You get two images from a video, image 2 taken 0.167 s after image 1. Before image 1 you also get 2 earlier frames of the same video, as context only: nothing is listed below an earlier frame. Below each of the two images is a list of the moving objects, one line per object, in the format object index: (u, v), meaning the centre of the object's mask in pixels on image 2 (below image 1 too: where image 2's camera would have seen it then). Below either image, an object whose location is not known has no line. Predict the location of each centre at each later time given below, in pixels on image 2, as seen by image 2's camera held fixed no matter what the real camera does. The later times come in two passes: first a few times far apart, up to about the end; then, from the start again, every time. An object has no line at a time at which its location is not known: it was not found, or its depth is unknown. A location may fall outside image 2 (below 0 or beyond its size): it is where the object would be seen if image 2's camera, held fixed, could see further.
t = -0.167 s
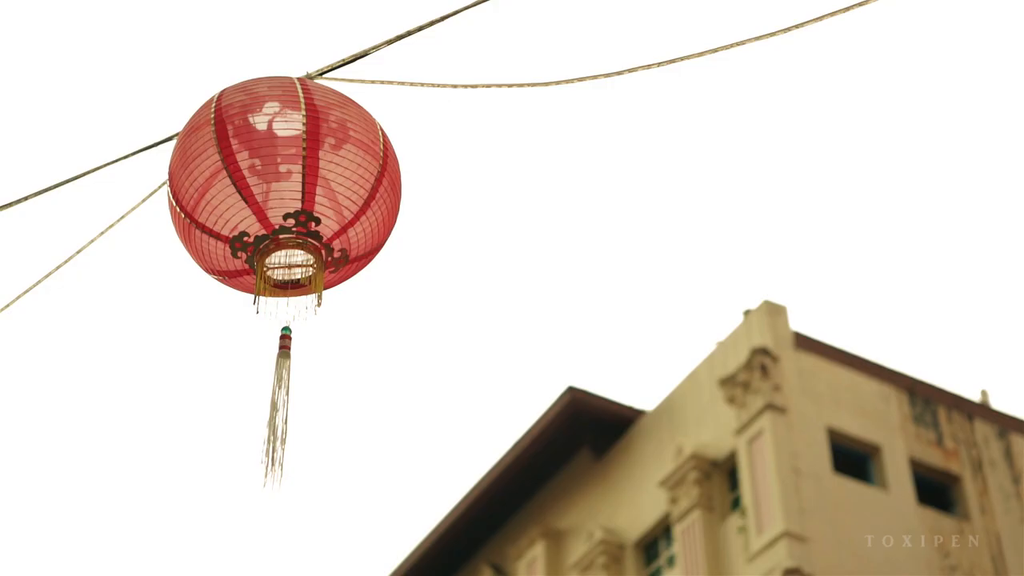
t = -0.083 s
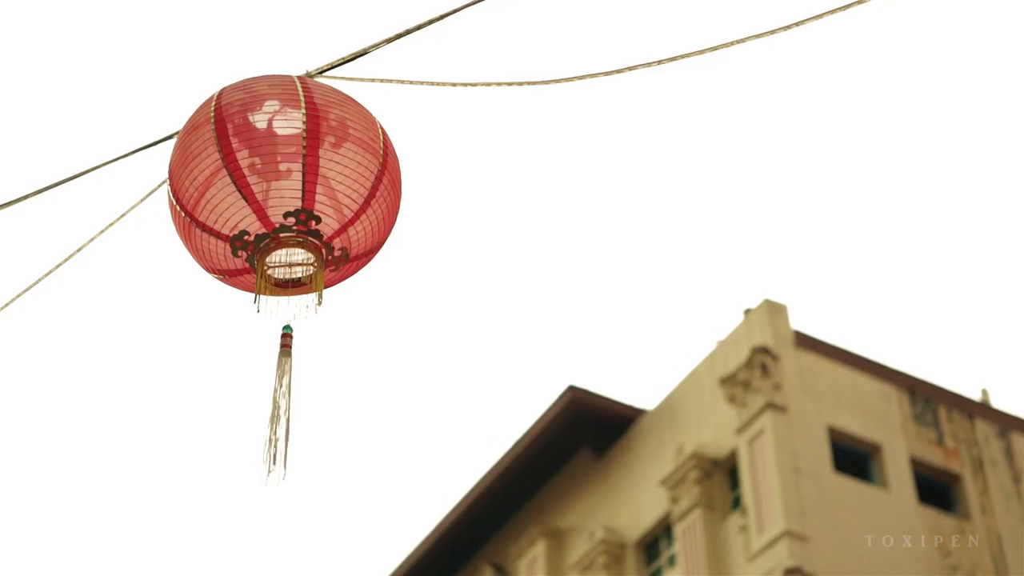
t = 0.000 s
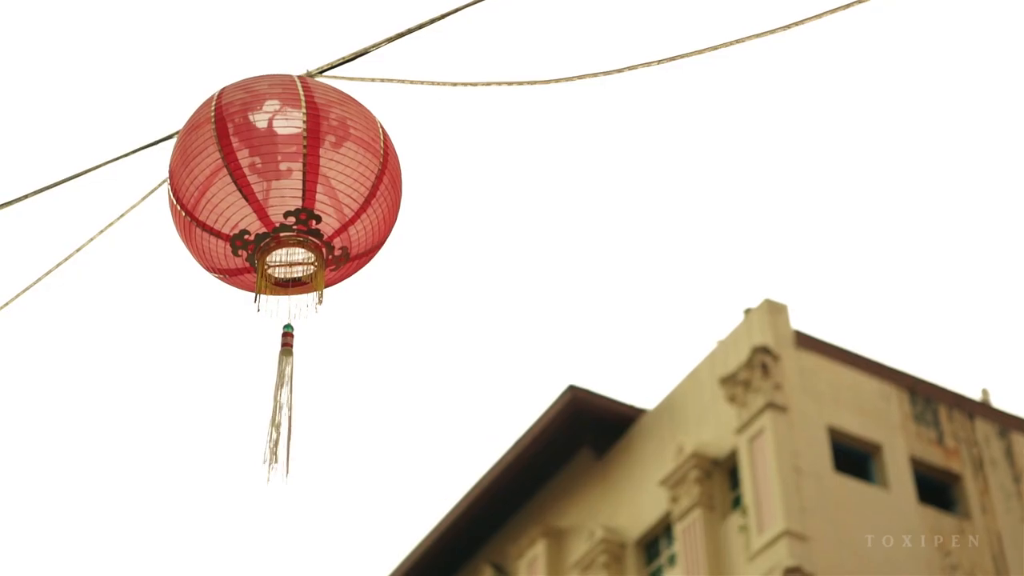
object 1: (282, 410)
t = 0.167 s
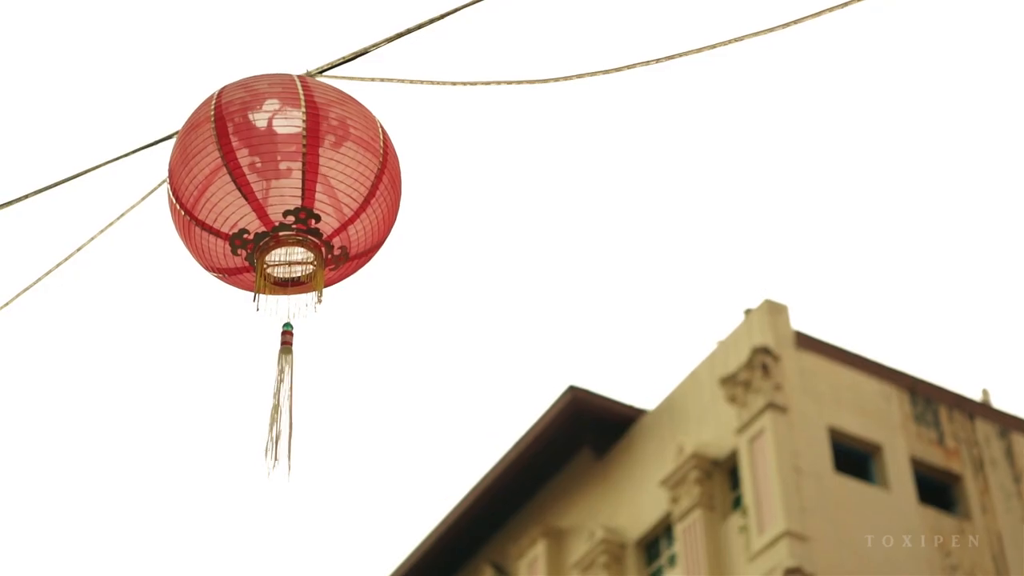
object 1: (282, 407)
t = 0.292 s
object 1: (279, 404)
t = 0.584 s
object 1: (272, 398)
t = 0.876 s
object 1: (275, 398)
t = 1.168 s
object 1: (286, 401)
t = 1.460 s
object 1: (285, 406)
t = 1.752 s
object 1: (275, 399)
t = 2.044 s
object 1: (268, 397)
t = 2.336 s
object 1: (272, 398)
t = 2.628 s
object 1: (282, 404)
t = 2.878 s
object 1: (283, 410)
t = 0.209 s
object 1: (281, 407)
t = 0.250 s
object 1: (281, 402)
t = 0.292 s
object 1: (279, 404)
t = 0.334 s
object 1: (279, 400)
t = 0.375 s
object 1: (277, 401)
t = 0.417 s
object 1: (276, 401)
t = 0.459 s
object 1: (274, 401)
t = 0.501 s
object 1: (273, 401)
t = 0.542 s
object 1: (272, 397)
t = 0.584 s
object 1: (272, 398)
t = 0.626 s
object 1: (271, 397)
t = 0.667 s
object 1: (270, 399)
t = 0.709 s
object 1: (270, 400)
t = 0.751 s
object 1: (270, 400)
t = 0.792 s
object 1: (271, 400)
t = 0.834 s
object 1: (272, 399)
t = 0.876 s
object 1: (275, 398)
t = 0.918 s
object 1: (277, 395)
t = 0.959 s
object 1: (278, 399)
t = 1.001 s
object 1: (280, 399)
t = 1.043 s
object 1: (282, 398)
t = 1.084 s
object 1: (283, 401)
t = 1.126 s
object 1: (284, 403)
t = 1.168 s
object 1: (286, 401)
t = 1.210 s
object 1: (287, 405)
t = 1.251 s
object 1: (287, 406)
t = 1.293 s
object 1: (287, 404)
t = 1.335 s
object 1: (287, 406)
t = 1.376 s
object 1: (287, 404)
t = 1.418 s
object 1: (286, 404)
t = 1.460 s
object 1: (285, 406)
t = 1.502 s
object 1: (284, 405)
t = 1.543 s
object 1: (283, 405)
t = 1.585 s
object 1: (281, 405)
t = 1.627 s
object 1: (280, 405)
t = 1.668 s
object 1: (278, 403)
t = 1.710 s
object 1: (277, 401)
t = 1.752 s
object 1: (275, 399)
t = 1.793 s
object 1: (274, 399)
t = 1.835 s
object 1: (272, 401)
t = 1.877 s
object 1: (270, 399)
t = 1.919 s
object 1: (270, 397)
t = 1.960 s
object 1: (269, 396)
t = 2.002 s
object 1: (269, 396)
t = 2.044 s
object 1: (268, 397)
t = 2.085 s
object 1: (267, 397)
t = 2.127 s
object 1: (267, 397)
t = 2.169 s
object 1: (268, 394)
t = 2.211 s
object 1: (268, 398)
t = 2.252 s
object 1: (271, 392)
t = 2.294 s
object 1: (272, 392)
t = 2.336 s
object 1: (272, 398)
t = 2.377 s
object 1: (274, 398)
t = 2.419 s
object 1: (276, 395)
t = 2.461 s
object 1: (278, 397)
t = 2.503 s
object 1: (279, 399)
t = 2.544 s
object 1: (280, 401)
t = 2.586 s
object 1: (282, 402)
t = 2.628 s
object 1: (282, 404)
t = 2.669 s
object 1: (284, 406)
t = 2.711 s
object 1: (284, 408)
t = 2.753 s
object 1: (284, 409)
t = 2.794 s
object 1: (284, 410)
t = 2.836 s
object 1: (283, 410)
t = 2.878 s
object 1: (283, 410)
